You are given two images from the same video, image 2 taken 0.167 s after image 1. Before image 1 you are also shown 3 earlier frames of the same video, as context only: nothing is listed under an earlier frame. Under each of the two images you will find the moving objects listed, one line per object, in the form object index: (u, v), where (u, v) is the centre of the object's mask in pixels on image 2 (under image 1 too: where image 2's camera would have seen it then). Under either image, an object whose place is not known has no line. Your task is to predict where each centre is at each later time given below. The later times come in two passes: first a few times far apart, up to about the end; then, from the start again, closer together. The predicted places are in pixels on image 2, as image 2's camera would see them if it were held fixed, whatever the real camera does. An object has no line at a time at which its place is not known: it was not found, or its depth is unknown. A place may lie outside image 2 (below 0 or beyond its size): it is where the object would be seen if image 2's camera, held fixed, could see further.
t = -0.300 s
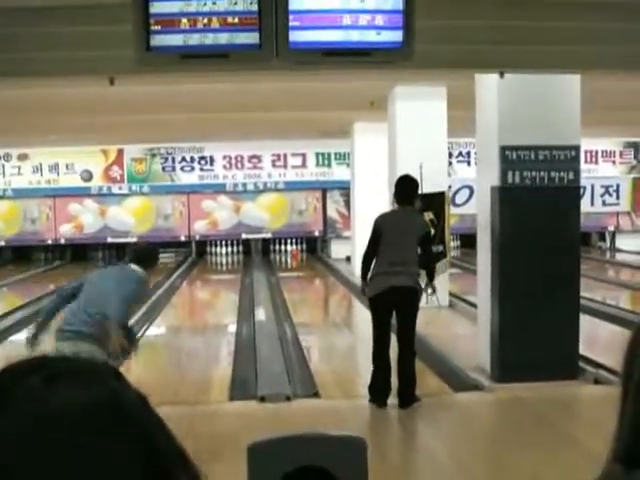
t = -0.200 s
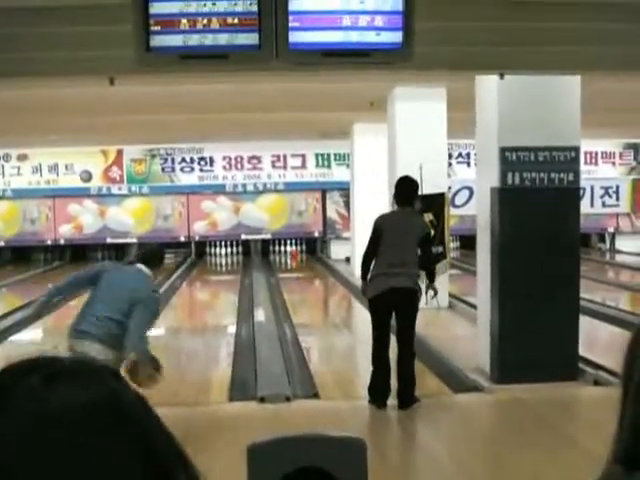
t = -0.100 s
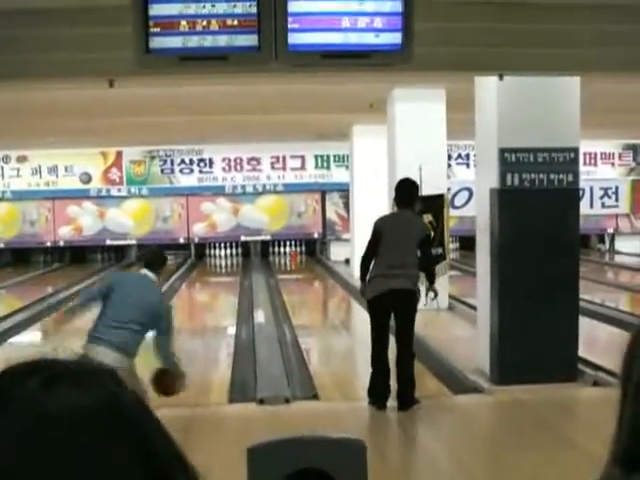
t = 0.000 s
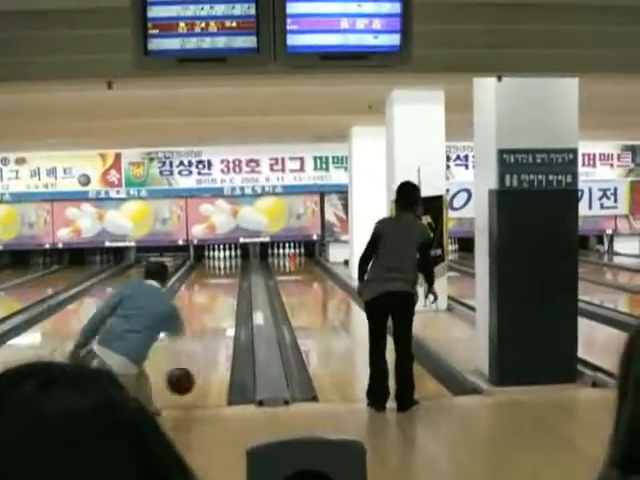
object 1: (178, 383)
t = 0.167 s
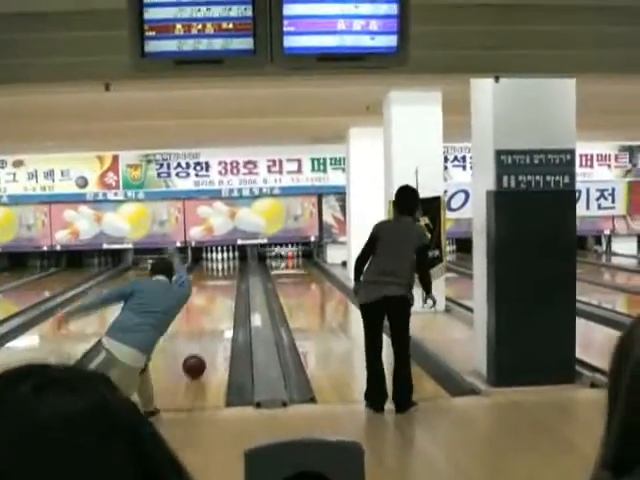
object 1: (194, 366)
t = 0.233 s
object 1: (198, 357)
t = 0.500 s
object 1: (212, 328)
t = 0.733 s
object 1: (219, 311)
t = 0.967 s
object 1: (224, 297)
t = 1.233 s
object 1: (227, 287)
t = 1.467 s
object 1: (229, 279)
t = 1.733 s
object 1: (228, 273)
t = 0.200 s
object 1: (196, 361)
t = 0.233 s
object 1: (198, 357)
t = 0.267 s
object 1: (201, 353)
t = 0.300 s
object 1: (203, 348)
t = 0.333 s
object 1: (204, 345)
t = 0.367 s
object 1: (206, 341)
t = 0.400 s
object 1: (208, 337)
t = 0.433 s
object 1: (209, 334)
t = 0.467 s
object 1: (210, 331)
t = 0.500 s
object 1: (212, 328)
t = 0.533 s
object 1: (214, 325)
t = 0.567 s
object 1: (215, 323)
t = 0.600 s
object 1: (216, 320)
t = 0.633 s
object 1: (217, 317)
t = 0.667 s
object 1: (217, 315)
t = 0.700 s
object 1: (219, 313)
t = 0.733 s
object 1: (219, 311)
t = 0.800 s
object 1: (224, 304)
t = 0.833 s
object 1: (222, 304)
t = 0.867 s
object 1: (223, 303)
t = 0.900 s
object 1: (223, 301)
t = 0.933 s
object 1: (224, 300)
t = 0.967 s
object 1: (224, 297)
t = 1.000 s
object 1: (225, 296)
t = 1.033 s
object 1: (225, 295)
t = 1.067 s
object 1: (226, 293)
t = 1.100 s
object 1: (226, 292)
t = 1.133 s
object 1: (227, 290)
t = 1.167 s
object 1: (227, 290)
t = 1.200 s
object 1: (227, 288)
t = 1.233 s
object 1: (227, 287)
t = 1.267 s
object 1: (227, 286)
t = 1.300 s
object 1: (227, 285)
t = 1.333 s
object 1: (227, 283)
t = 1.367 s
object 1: (228, 281)
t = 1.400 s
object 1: (229, 280)
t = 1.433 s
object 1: (229, 279)
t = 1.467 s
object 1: (229, 279)
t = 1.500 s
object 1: (229, 279)
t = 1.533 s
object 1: (229, 278)
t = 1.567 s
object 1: (229, 278)
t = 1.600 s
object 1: (229, 277)
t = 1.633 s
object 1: (228, 276)
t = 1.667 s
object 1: (229, 276)
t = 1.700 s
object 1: (228, 275)
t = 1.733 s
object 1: (228, 273)
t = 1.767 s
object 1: (229, 272)
